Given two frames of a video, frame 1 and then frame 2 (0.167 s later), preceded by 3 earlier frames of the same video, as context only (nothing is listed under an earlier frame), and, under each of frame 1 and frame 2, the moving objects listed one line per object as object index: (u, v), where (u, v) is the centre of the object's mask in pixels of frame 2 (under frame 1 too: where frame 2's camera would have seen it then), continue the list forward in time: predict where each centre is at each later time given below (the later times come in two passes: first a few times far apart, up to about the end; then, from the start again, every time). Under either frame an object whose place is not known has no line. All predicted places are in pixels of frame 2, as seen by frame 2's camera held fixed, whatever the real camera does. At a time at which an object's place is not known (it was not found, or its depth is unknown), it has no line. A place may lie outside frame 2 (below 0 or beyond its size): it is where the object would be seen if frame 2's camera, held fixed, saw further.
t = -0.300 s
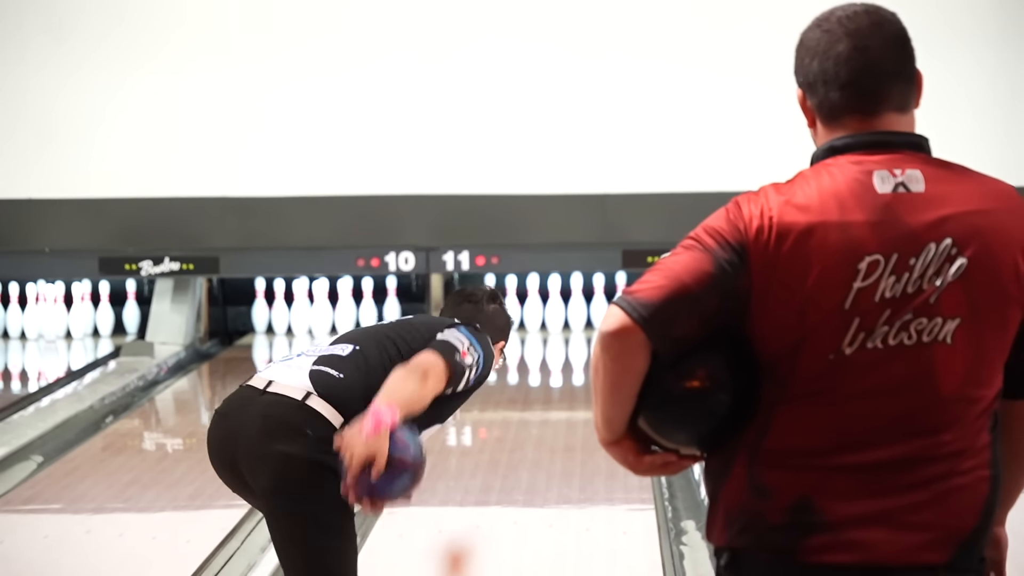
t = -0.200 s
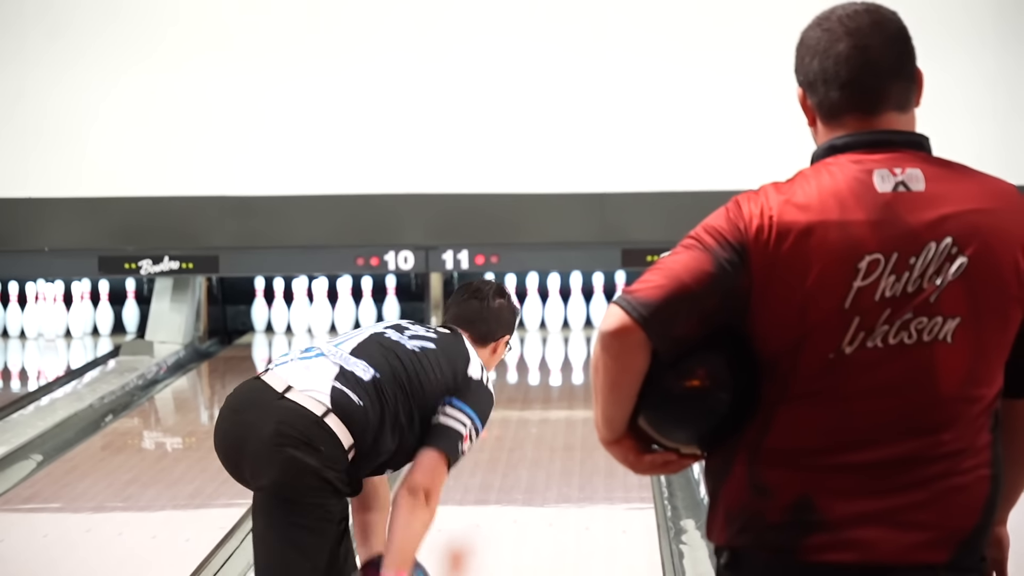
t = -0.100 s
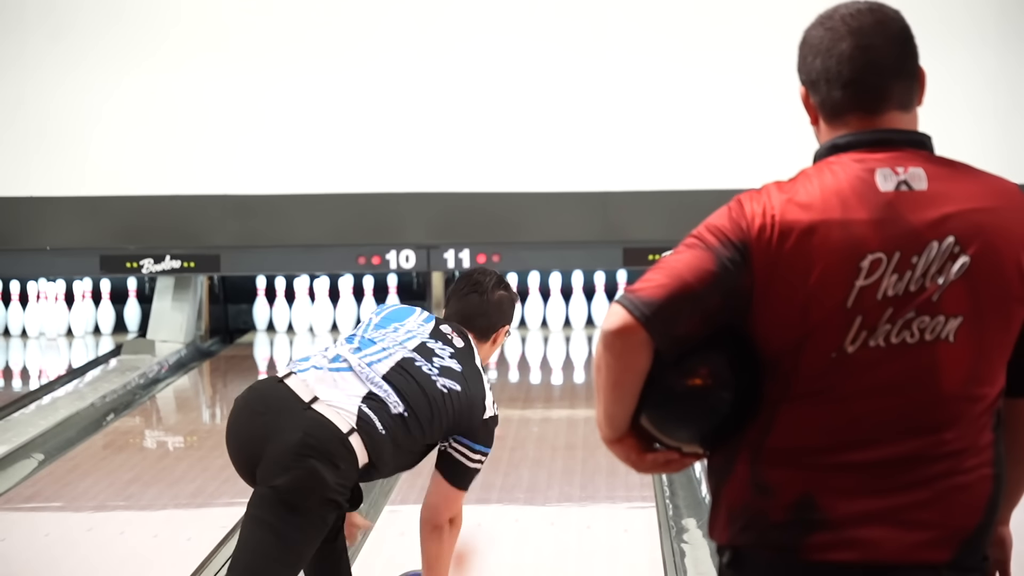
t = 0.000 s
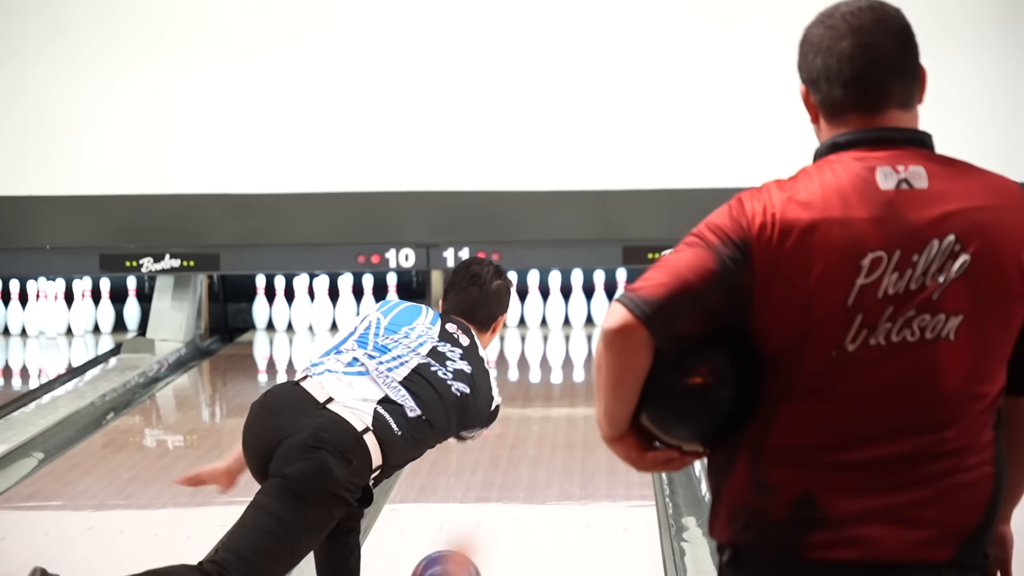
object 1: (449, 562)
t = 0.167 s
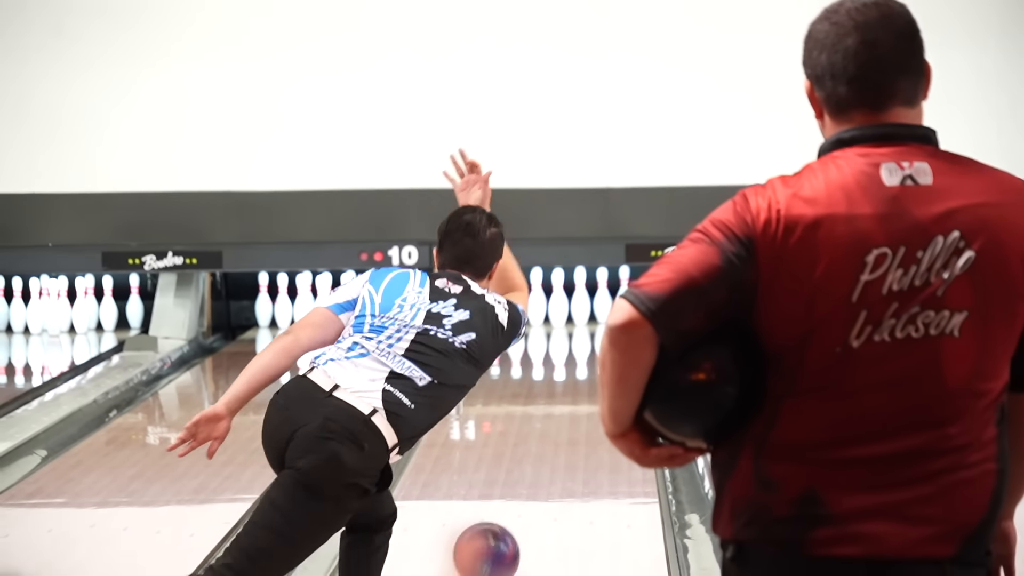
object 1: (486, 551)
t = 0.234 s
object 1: (500, 539)
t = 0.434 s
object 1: (532, 495)
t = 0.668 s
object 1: (562, 454)
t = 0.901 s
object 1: (582, 420)
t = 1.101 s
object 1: (590, 395)
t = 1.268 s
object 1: (593, 377)
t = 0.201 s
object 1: (493, 547)
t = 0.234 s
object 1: (500, 539)
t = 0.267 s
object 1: (505, 531)
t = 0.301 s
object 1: (511, 523)
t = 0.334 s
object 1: (517, 516)
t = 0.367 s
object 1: (522, 509)
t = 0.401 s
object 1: (527, 502)
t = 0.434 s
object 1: (532, 495)
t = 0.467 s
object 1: (537, 488)
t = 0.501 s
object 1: (542, 482)
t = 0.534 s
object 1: (546, 476)
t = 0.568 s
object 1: (550, 470)
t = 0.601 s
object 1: (554, 464)
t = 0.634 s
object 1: (558, 459)
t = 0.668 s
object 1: (562, 454)
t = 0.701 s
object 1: (565, 448)
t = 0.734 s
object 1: (569, 443)
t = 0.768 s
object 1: (572, 438)
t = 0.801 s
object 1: (575, 433)
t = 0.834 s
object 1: (578, 429)
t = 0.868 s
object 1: (581, 424)
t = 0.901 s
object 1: (582, 420)
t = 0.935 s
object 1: (584, 416)
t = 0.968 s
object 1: (585, 411)
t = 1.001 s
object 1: (586, 407)
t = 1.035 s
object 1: (587, 403)
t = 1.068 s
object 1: (588, 400)
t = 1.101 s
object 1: (590, 395)
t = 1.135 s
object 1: (590, 391)
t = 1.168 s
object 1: (591, 388)
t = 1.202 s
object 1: (592, 385)
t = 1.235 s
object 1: (592, 381)
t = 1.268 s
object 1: (593, 377)
